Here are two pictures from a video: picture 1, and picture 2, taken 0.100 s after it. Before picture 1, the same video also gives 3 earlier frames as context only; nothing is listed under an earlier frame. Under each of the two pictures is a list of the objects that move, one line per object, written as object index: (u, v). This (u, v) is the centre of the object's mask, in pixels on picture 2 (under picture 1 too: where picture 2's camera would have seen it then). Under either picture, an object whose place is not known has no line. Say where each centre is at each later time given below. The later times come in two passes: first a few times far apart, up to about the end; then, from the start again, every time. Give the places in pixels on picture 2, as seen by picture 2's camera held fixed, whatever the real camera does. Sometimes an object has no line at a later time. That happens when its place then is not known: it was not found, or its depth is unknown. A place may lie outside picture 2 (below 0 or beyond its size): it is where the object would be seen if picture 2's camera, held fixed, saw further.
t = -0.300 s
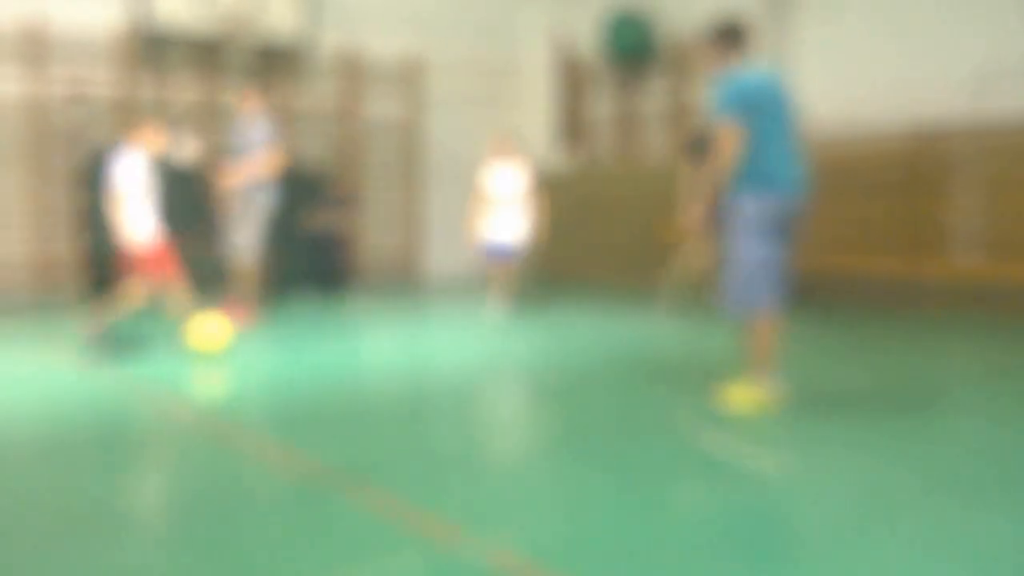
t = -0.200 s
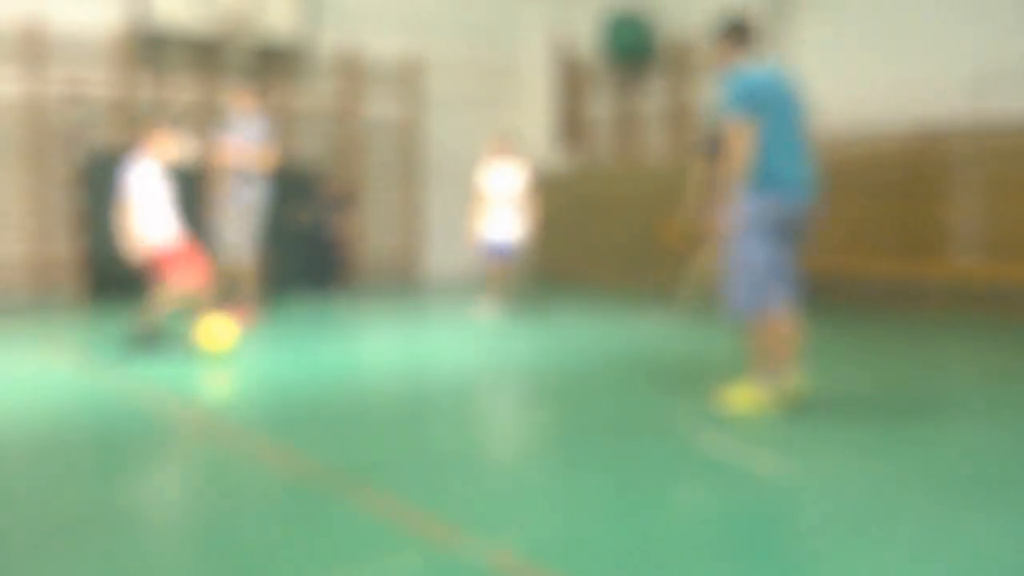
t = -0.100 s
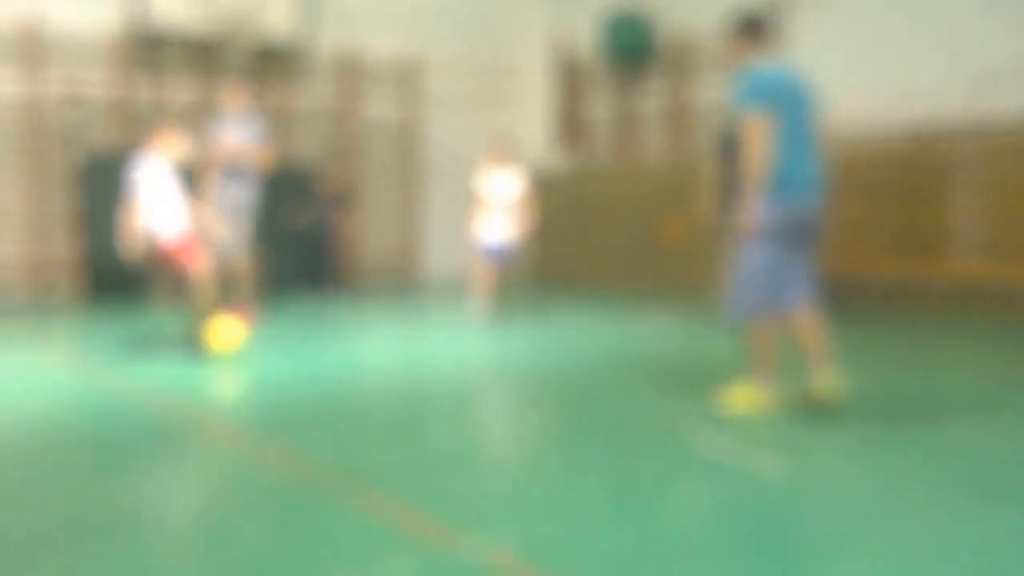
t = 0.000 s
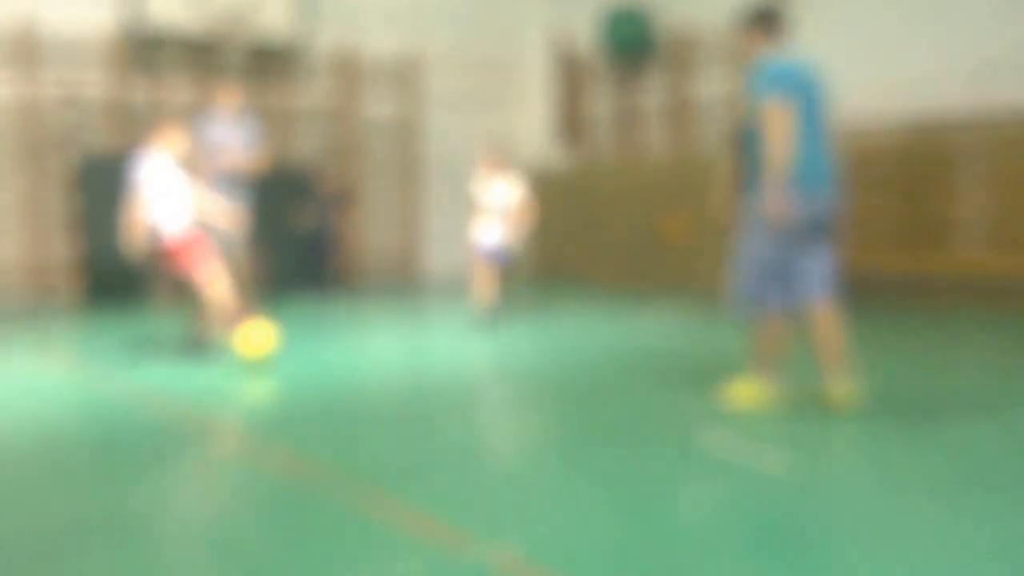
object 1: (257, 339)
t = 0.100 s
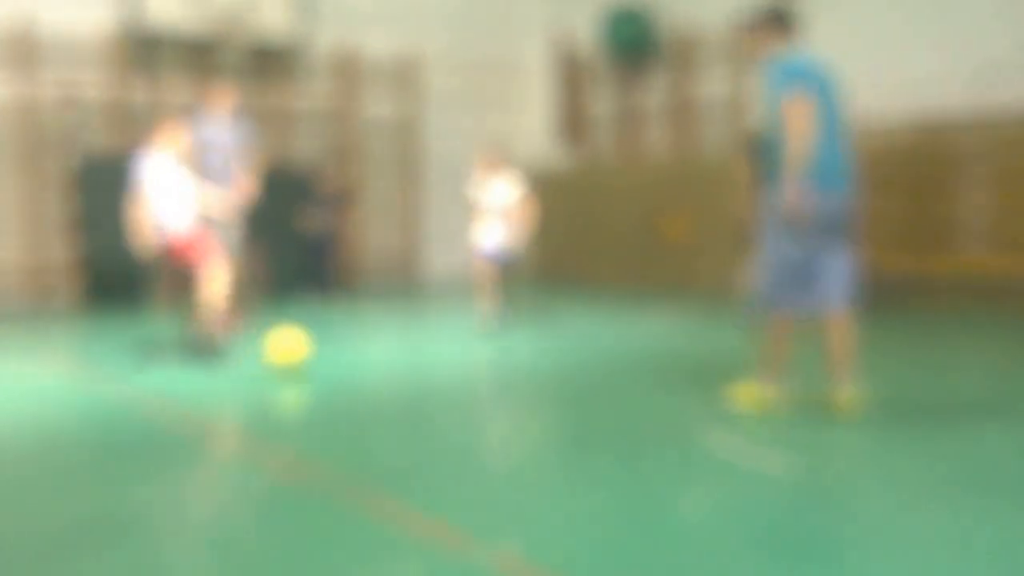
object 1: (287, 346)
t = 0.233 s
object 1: (329, 351)
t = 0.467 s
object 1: (413, 366)
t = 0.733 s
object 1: (529, 385)
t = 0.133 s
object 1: (297, 348)
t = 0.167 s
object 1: (307, 350)
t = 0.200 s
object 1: (318, 350)
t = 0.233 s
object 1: (329, 351)
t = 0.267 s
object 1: (341, 352)
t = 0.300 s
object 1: (352, 353)
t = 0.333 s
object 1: (363, 357)
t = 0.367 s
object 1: (376, 359)
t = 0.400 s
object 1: (387, 363)
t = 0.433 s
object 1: (400, 364)
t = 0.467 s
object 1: (413, 366)
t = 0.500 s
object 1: (427, 368)
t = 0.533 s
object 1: (440, 371)
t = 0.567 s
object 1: (453, 373)
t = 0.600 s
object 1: (466, 374)
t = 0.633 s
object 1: (479, 379)
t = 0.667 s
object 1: (495, 382)
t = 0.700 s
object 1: (510, 385)
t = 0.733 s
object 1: (529, 385)
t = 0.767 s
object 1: (549, 386)
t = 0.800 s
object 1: (566, 388)
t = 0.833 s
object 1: (586, 392)
